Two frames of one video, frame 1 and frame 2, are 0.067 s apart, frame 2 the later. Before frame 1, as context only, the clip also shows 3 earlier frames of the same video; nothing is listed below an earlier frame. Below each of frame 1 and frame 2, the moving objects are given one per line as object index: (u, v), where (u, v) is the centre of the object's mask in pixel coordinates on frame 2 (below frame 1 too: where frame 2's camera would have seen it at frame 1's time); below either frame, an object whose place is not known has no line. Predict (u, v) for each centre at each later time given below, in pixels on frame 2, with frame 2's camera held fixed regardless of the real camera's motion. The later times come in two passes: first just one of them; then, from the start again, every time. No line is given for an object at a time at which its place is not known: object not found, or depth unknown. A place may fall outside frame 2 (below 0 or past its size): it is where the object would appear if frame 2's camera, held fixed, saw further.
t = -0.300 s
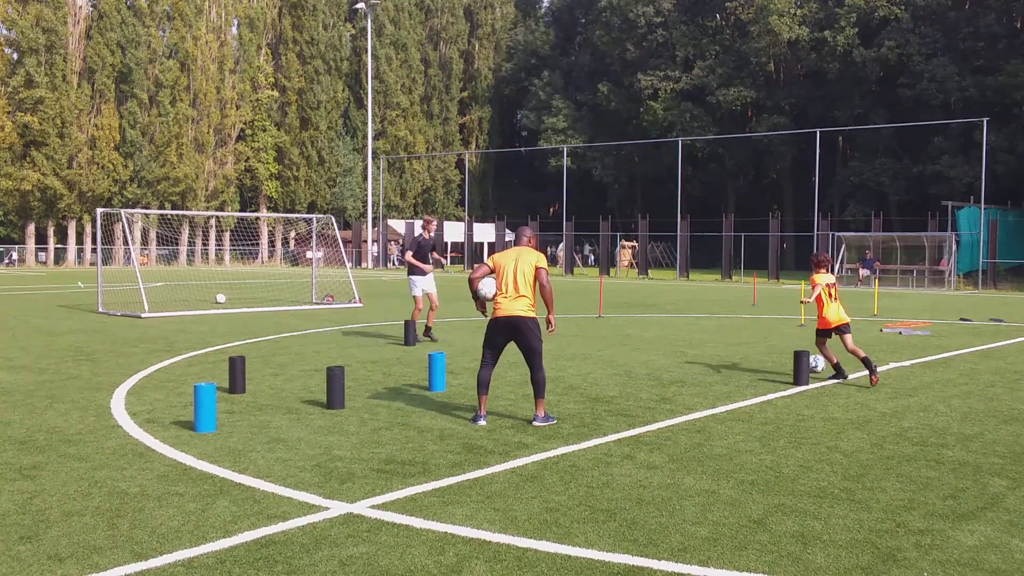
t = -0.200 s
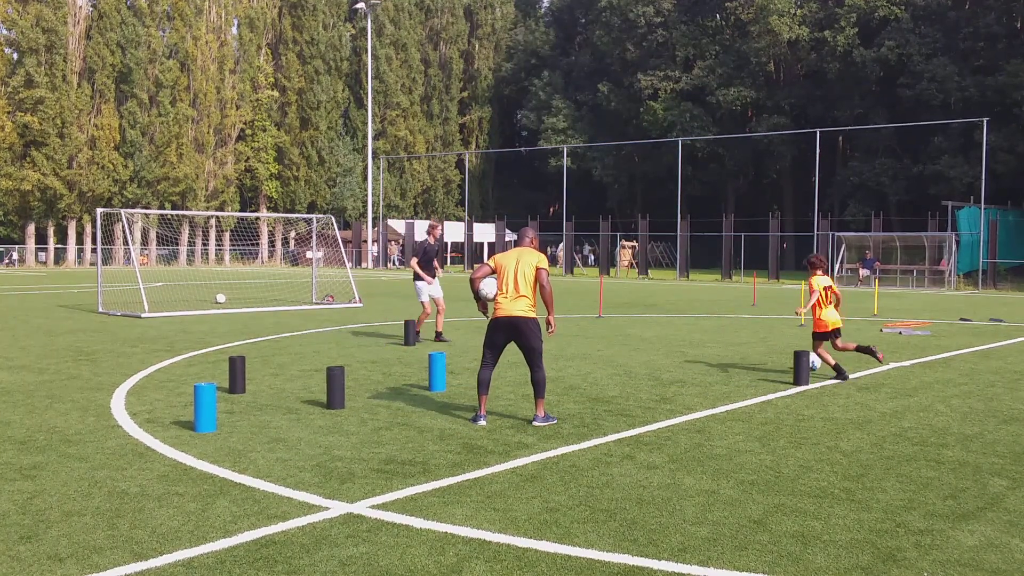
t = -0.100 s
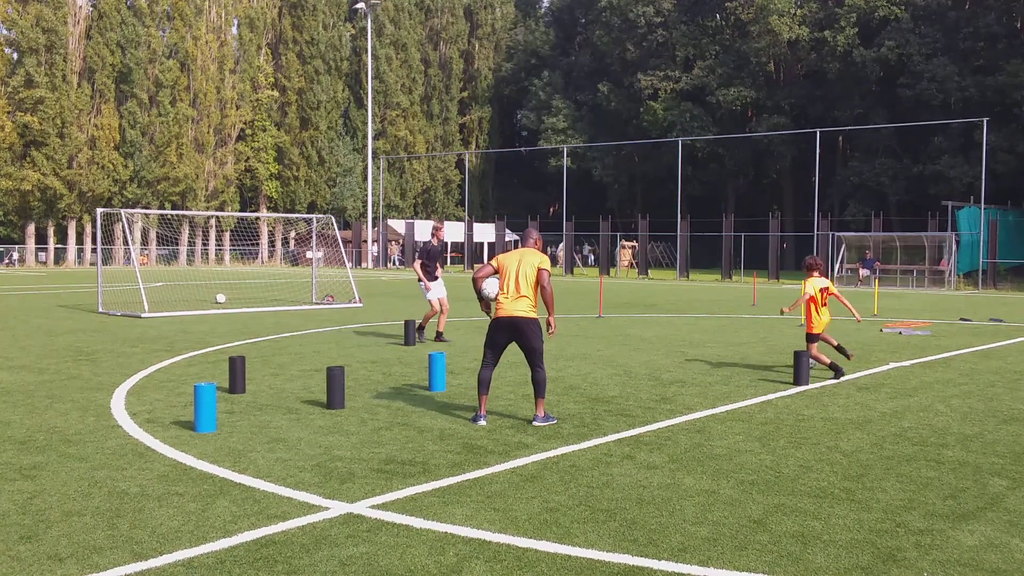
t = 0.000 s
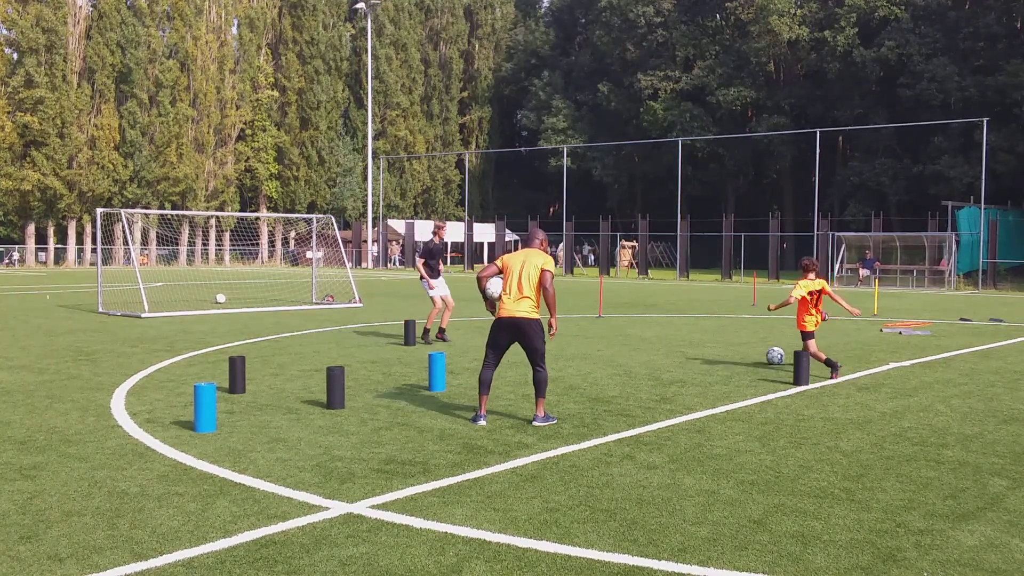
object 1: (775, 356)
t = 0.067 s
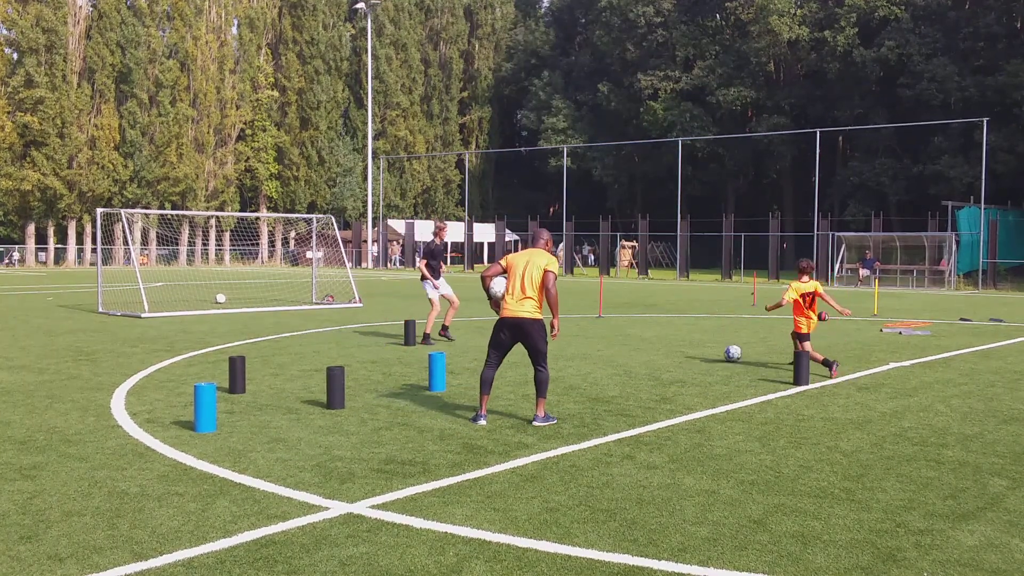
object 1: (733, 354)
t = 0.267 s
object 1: (628, 348)
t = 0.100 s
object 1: (713, 352)
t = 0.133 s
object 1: (694, 351)
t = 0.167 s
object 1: (676, 350)
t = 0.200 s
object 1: (659, 350)
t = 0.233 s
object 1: (643, 349)
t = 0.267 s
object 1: (628, 348)
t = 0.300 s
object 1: (614, 347)
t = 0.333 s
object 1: (599, 346)
